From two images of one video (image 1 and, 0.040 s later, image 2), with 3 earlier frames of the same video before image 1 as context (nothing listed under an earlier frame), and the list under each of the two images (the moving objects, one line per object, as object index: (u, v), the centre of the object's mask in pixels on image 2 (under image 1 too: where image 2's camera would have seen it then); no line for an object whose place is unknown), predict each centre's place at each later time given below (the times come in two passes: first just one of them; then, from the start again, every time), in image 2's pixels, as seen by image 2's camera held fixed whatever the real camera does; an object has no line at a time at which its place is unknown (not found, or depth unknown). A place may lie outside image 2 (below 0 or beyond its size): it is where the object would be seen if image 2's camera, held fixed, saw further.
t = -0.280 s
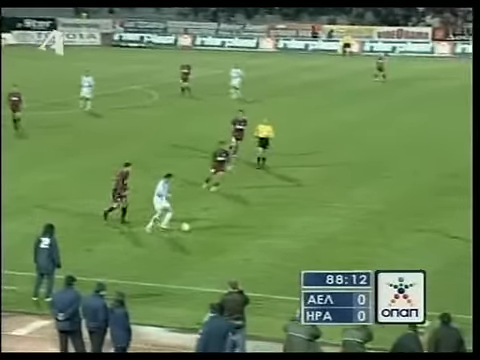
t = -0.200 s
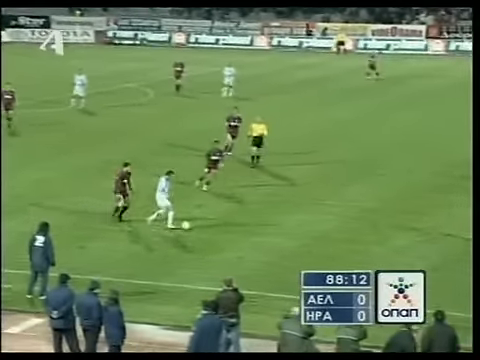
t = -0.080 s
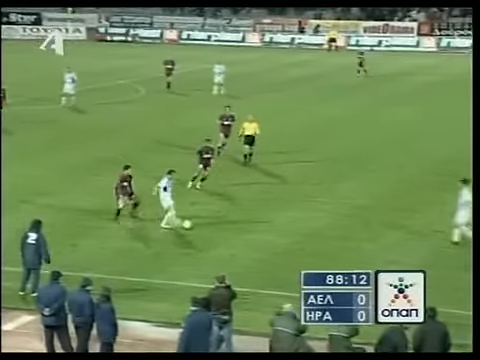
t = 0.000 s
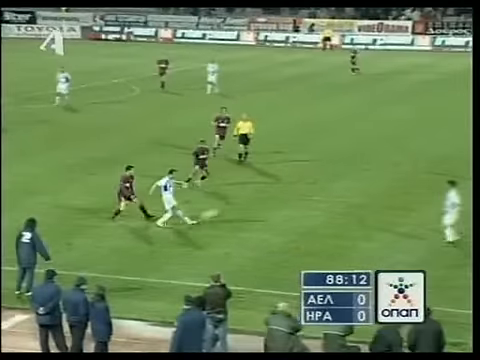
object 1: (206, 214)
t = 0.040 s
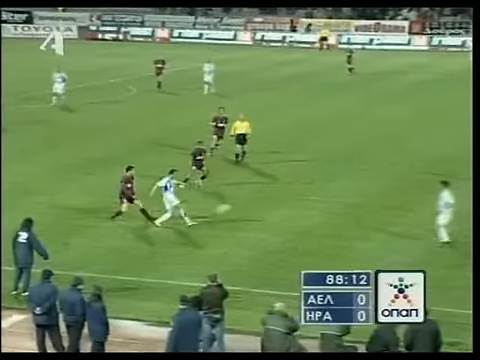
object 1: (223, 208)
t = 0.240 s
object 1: (294, 194)
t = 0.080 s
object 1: (238, 204)
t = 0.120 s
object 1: (253, 201)
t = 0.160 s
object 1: (268, 198)
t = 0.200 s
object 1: (283, 195)
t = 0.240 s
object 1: (294, 194)
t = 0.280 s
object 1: (307, 192)
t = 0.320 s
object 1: (320, 192)
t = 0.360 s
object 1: (332, 191)
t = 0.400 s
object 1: (343, 192)
